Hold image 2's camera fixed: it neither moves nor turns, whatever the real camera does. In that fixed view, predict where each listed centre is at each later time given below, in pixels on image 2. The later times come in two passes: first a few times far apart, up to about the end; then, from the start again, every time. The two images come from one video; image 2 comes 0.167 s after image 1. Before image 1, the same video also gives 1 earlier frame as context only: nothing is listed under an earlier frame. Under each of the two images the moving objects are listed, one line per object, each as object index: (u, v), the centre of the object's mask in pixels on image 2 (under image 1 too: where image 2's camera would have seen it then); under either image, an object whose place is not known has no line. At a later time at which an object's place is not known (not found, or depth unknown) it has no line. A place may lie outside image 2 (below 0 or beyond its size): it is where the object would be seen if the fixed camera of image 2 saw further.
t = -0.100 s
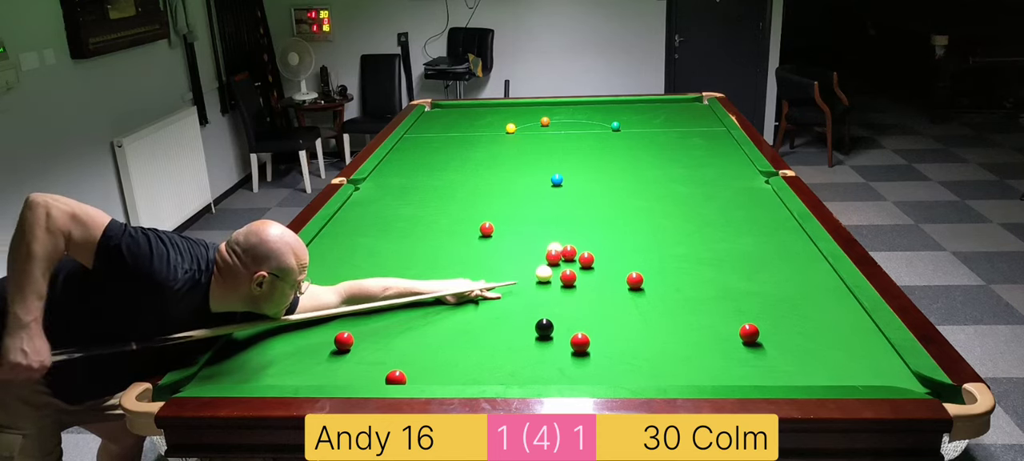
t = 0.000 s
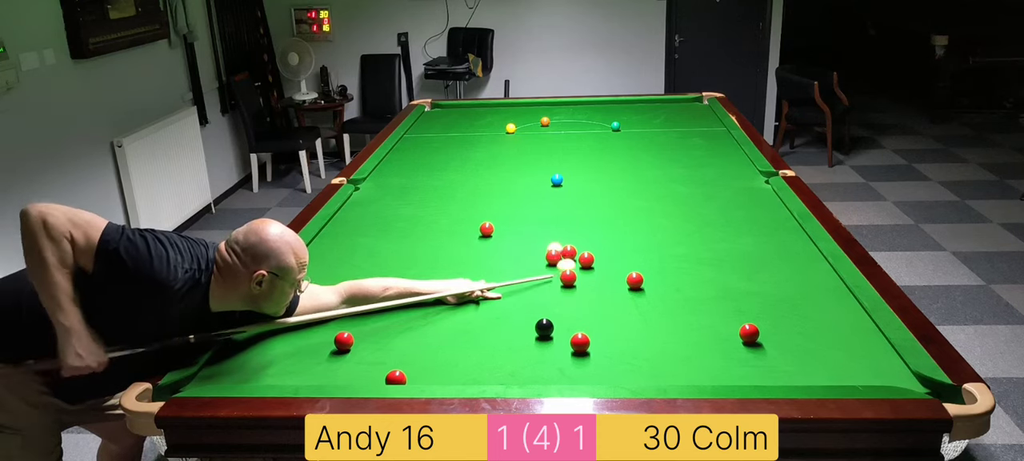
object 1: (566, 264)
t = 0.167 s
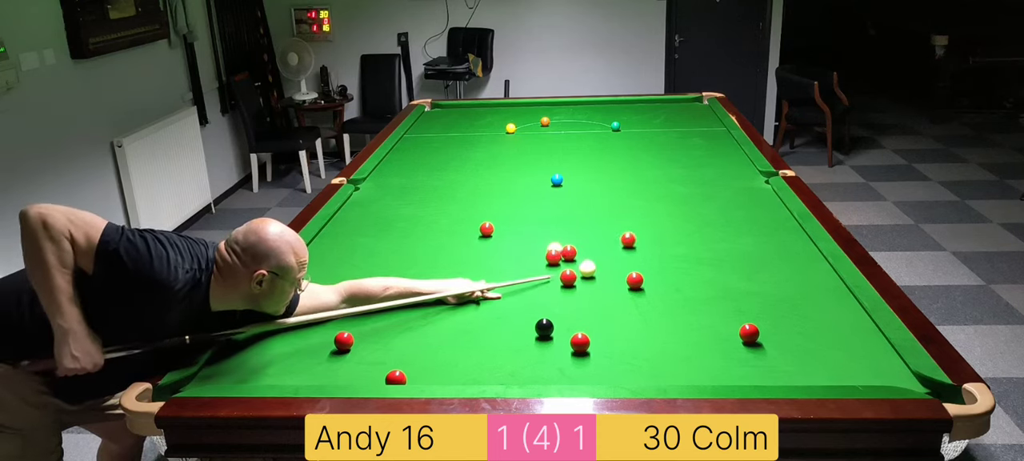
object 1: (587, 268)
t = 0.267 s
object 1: (590, 271)
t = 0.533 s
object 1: (598, 281)
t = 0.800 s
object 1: (605, 290)
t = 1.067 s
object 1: (612, 298)
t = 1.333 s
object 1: (618, 306)
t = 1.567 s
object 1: (623, 312)
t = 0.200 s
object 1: (588, 269)
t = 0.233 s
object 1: (589, 270)
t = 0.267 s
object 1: (590, 271)
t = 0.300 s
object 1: (591, 272)
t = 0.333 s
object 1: (592, 274)
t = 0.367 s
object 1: (593, 275)
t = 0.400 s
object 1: (594, 276)
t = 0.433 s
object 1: (595, 277)
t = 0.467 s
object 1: (596, 278)
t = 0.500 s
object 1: (597, 279)
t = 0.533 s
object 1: (598, 281)
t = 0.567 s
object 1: (599, 282)
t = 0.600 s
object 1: (600, 283)
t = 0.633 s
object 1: (601, 284)
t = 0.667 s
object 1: (602, 285)
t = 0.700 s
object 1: (603, 286)
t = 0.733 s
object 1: (604, 287)
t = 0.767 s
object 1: (605, 289)
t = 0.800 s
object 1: (605, 290)
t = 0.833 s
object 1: (606, 290)
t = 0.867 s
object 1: (607, 292)
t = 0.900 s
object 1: (608, 293)
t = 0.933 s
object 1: (609, 294)
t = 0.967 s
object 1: (609, 295)
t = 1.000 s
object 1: (610, 296)
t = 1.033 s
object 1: (611, 297)
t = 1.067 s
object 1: (612, 298)
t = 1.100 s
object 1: (613, 299)
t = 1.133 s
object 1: (614, 300)
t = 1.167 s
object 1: (614, 301)
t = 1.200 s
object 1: (615, 302)
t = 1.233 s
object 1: (616, 302)
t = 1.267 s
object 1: (617, 304)
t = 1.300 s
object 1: (618, 305)
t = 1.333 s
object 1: (618, 306)
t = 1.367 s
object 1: (619, 307)
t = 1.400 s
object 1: (620, 307)
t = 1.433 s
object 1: (620, 308)
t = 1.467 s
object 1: (621, 309)
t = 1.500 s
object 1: (622, 310)
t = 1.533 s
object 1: (622, 311)
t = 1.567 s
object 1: (623, 312)
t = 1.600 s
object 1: (624, 313)
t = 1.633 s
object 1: (624, 314)
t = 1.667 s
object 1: (625, 315)
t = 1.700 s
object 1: (626, 316)
